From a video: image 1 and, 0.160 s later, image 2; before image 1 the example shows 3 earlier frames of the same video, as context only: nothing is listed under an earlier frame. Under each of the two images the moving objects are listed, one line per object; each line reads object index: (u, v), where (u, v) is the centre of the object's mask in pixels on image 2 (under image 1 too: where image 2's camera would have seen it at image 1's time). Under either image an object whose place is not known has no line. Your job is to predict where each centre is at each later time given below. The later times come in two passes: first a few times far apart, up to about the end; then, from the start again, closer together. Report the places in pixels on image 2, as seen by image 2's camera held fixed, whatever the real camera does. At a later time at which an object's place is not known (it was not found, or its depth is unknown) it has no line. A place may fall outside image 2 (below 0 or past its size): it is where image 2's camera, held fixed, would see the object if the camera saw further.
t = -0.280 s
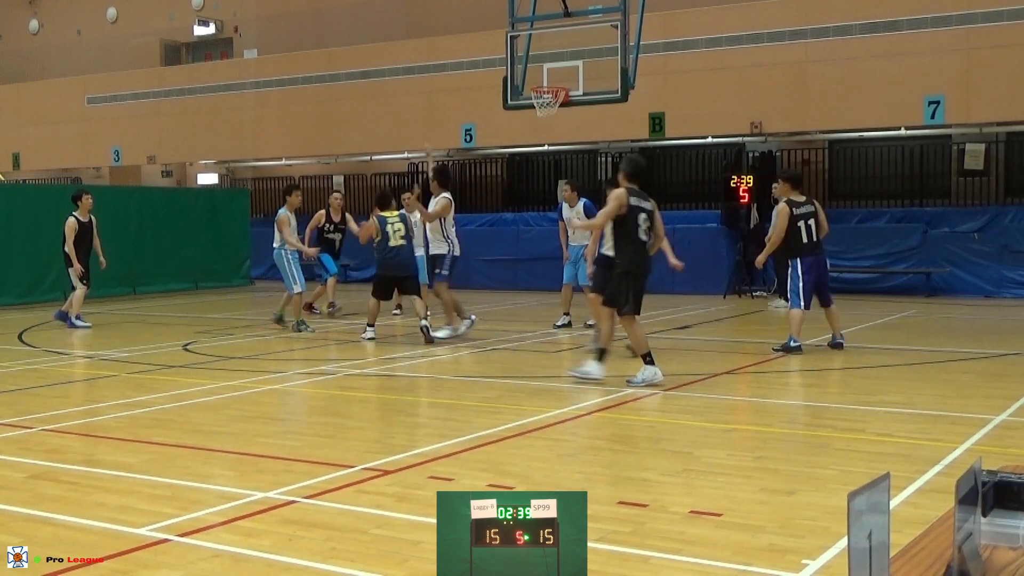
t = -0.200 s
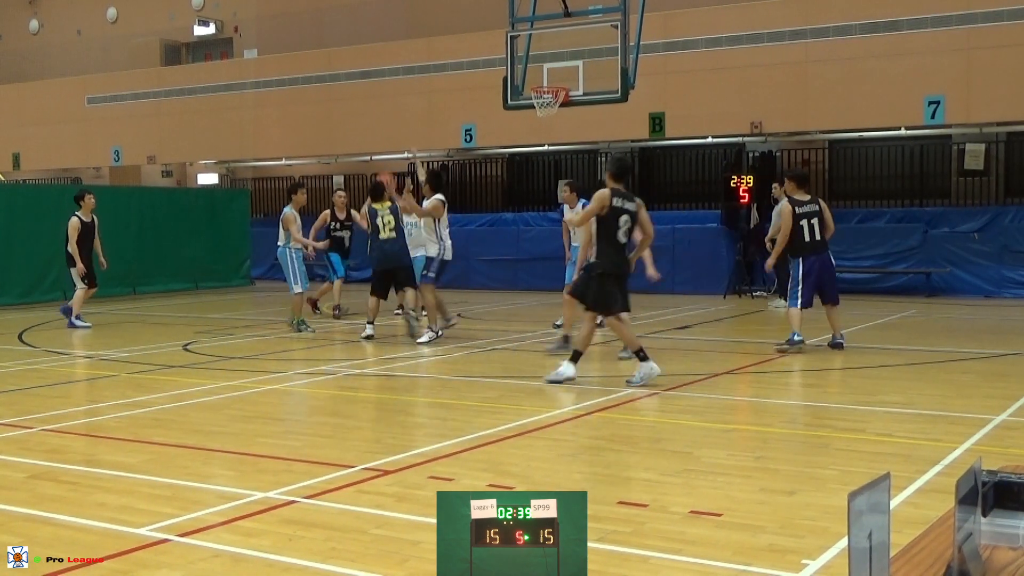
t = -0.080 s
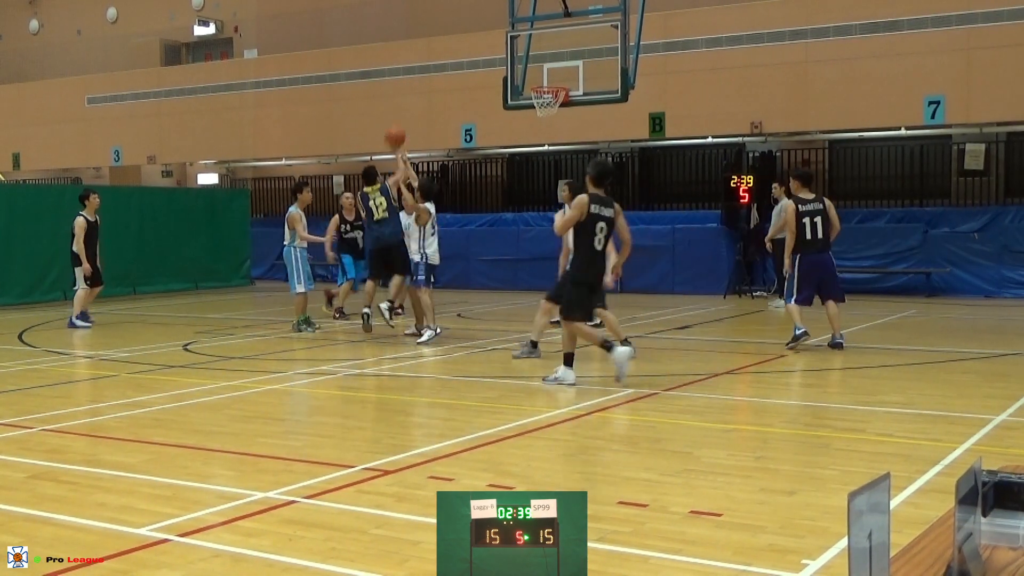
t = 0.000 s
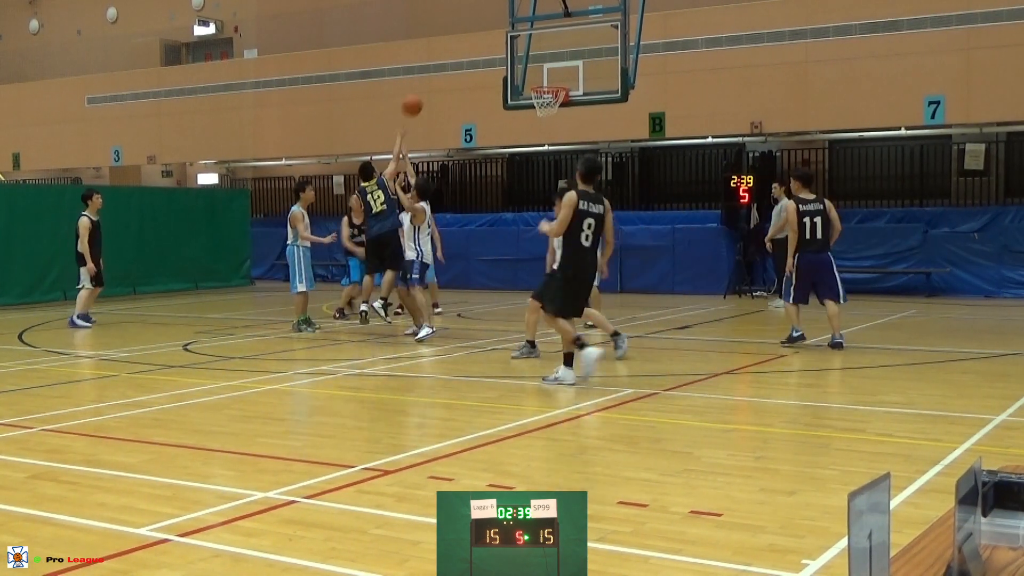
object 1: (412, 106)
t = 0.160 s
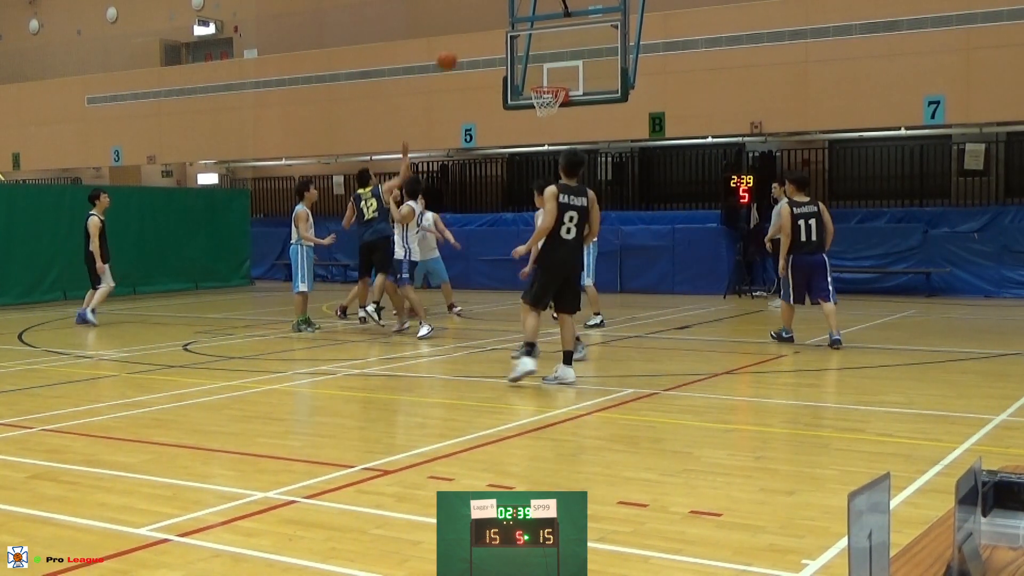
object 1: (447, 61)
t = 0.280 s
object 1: (471, 42)
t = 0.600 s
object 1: (532, 47)
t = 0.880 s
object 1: (559, 74)
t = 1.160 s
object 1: (550, 83)
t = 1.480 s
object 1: (545, 122)
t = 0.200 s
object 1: (455, 53)
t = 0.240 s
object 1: (463, 47)
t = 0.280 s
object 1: (471, 42)
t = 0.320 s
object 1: (479, 38)
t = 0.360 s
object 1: (487, 35)
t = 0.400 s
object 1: (494, 34)
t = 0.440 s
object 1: (502, 35)
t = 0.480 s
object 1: (510, 36)
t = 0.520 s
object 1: (517, 39)
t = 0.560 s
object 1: (525, 43)
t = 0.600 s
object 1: (532, 47)
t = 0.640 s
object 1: (539, 53)
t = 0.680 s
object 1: (545, 60)
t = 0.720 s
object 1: (553, 68)
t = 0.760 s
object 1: (559, 77)
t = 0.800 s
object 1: (561, 79)
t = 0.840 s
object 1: (560, 76)
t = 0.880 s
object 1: (559, 74)
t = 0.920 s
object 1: (557, 73)
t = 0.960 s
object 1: (556, 73)
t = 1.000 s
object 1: (555, 74)
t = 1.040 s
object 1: (553, 76)
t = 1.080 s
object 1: (552, 79)
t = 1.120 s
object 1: (550, 81)
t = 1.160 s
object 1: (550, 83)
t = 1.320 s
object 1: (545, 105)
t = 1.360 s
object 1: (545, 111)
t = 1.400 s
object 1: (545, 112)
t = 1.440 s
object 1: (545, 117)
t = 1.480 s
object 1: (545, 122)
